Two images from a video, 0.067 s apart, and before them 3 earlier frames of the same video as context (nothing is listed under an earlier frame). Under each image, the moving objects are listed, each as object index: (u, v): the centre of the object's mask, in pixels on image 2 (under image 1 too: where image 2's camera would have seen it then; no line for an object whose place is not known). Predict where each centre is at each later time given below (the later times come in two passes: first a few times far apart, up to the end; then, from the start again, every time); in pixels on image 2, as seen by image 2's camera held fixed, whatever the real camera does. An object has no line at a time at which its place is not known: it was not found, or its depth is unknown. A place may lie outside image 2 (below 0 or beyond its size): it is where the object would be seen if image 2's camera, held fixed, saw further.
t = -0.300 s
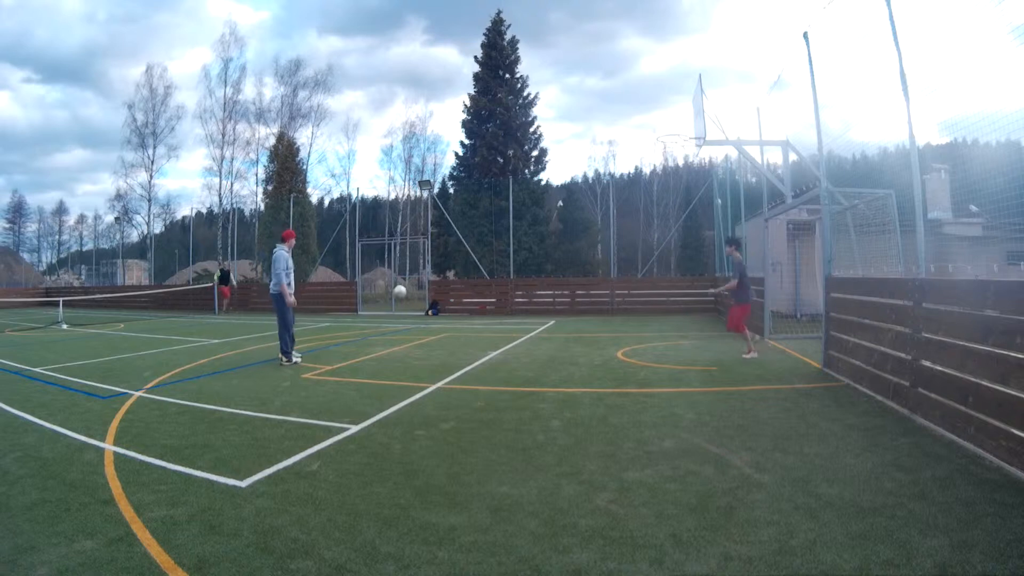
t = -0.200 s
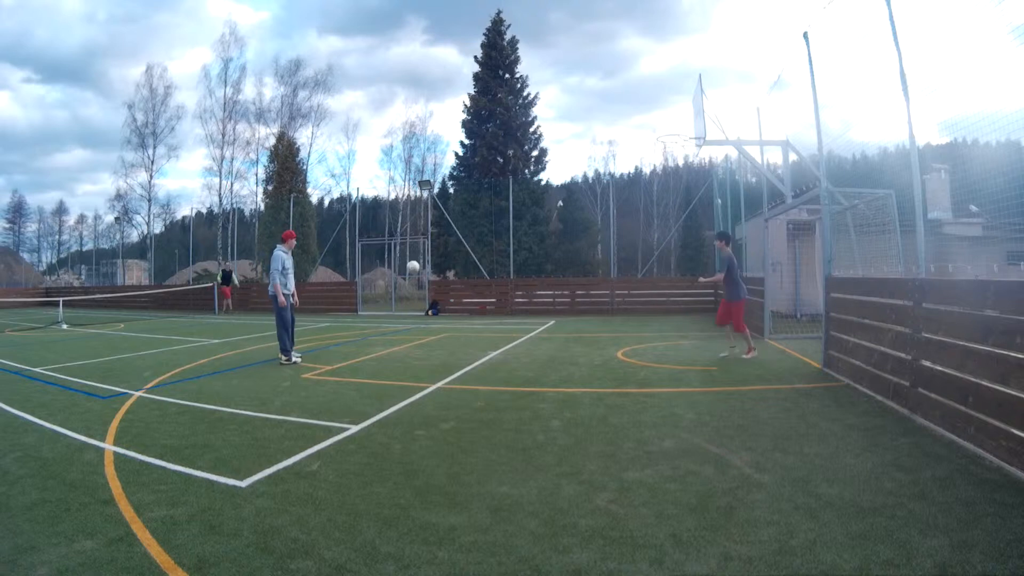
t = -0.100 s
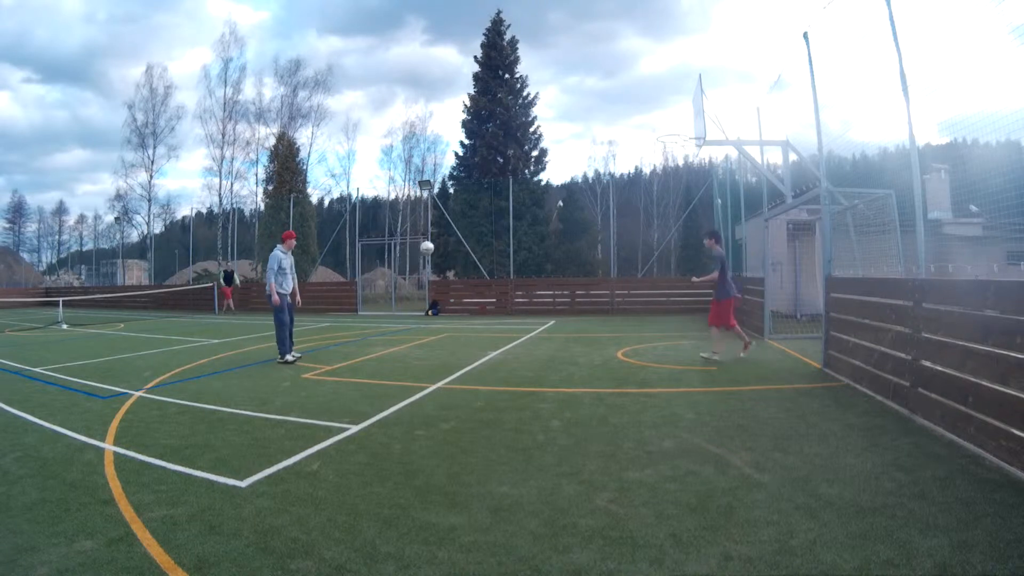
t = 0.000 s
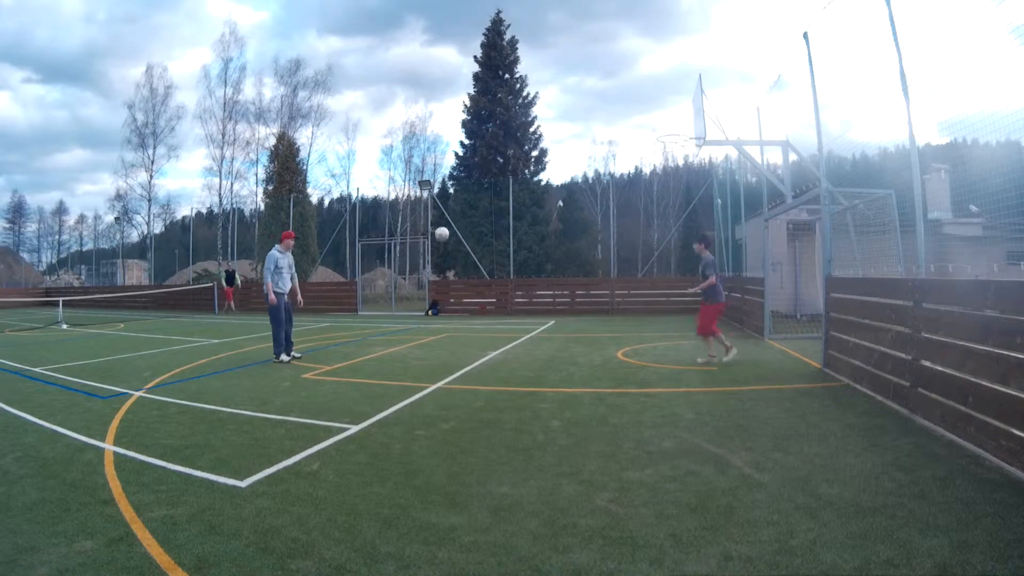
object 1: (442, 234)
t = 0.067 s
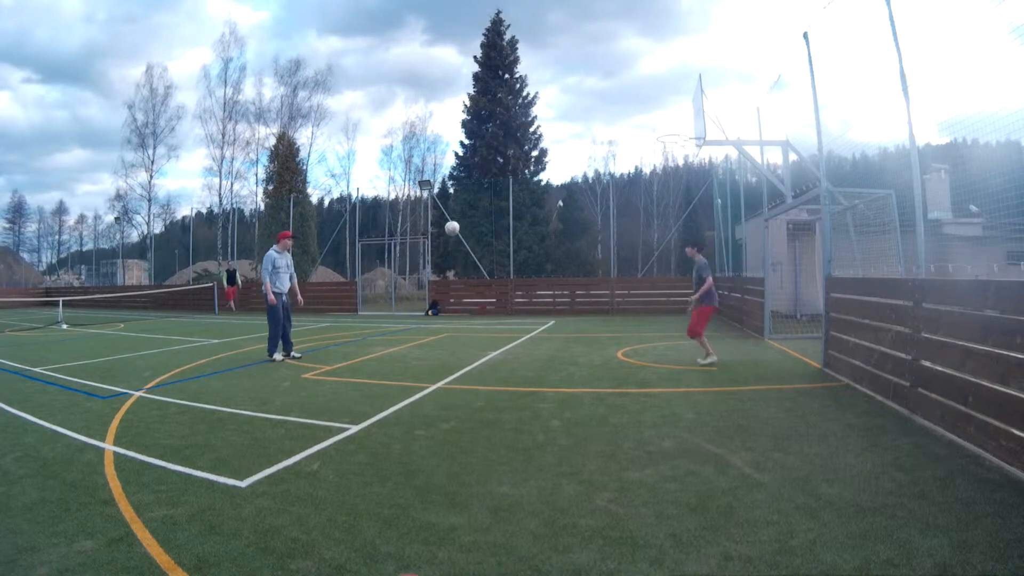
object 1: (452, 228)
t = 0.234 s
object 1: (480, 227)
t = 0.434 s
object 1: (516, 255)
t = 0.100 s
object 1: (458, 226)
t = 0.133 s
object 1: (463, 225)
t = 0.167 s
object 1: (469, 225)
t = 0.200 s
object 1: (474, 226)
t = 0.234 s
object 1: (480, 227)
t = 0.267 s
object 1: (486, 229)
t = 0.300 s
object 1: (491, 232)
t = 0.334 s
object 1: (497, 237)
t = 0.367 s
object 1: (504, 242)
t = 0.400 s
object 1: (510, 248)
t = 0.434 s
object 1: (516, 255)
